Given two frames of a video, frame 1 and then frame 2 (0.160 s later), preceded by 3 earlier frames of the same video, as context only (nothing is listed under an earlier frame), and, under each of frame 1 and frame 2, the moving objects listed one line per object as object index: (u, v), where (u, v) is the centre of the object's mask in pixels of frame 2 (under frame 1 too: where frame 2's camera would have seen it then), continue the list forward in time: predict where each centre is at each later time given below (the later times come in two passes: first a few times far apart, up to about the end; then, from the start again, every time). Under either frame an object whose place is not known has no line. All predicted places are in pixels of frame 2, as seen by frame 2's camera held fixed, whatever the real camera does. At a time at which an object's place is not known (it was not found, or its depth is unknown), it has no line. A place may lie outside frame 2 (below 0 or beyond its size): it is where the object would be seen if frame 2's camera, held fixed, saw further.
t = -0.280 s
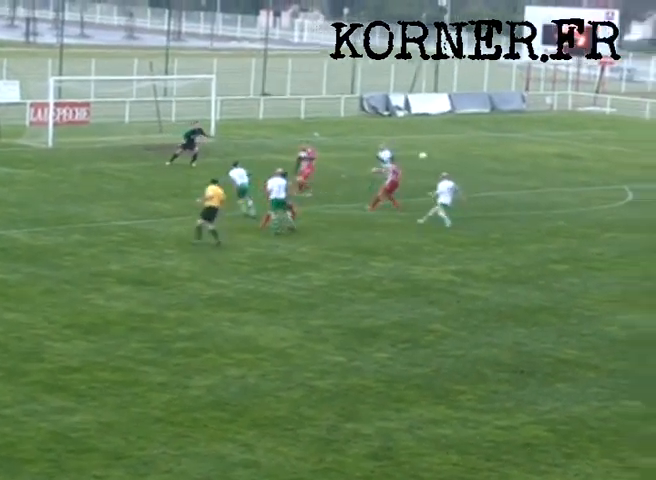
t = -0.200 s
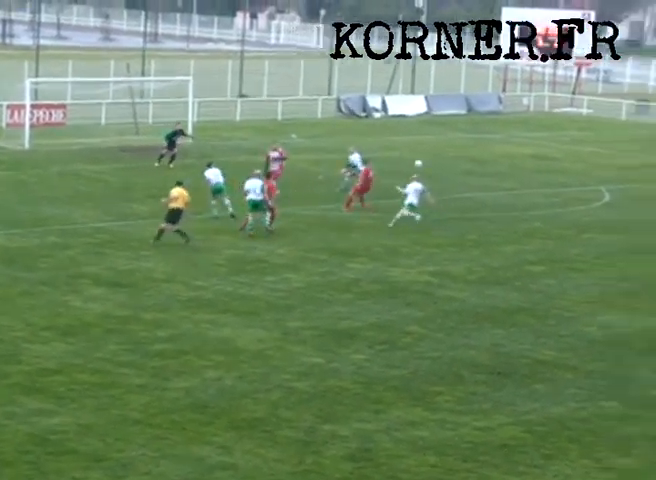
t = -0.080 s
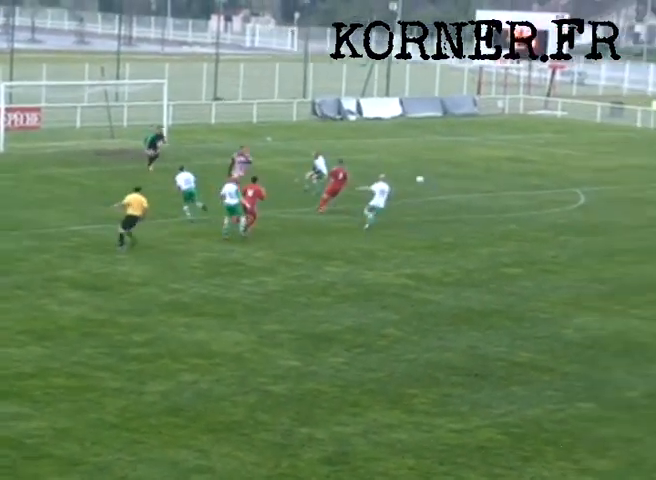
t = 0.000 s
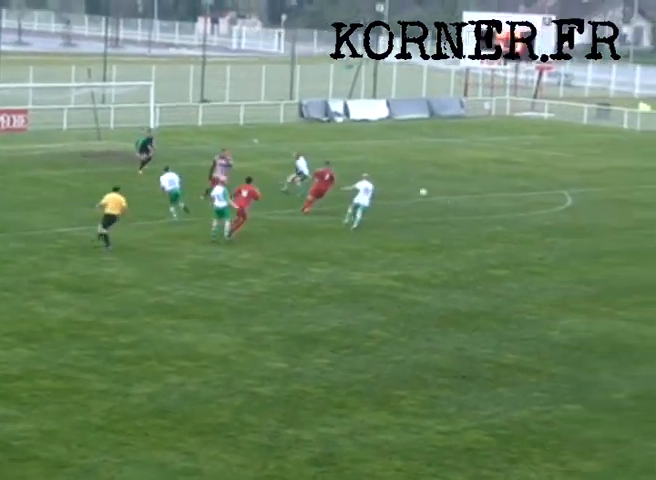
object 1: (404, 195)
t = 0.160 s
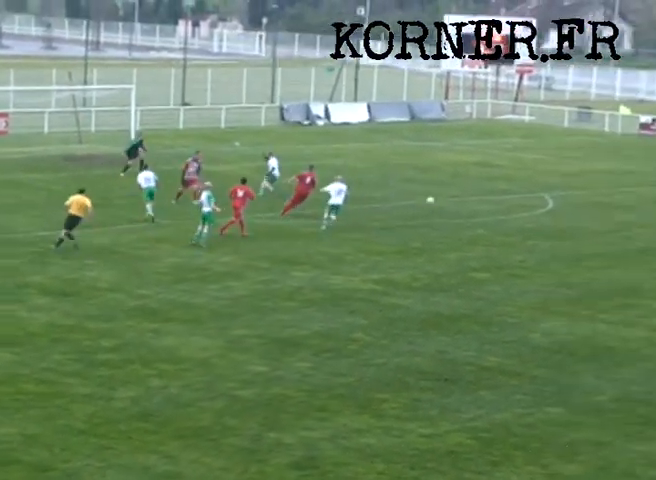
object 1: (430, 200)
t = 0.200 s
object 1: (435, 195)
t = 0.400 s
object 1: (458, 182)
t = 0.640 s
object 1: (482, 183)
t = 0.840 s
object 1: (501, 197)
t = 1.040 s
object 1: (511, 190)
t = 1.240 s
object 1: (520, 191)
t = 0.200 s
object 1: (435, 195)
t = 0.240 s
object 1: (440, 192)
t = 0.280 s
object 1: (444, 188)
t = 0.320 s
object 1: (449, 186)
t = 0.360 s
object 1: (454, 183)
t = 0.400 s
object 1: (458, 182)
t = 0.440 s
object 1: (462, 180)
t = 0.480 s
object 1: (466, 180)
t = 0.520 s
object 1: (471, 180)
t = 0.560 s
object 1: (475, 180)
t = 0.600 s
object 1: (479, 181)
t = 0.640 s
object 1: (482, 183)
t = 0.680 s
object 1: (486, 184)
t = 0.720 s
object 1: (490, 187)
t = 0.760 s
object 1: (494, 189)
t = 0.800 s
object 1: (497, 193)
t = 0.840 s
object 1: (501, 197)
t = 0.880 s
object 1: (503, 197)
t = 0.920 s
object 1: (505, 194)
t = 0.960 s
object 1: (508, 192)
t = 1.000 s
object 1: (509, 191)
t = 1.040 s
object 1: (511, 190)
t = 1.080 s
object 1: (513, 189)
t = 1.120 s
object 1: (515, 189)
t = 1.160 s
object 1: (517, 189)
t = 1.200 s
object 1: (519, 190)
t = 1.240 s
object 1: (520, 191)
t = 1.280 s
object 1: (522, 193)
